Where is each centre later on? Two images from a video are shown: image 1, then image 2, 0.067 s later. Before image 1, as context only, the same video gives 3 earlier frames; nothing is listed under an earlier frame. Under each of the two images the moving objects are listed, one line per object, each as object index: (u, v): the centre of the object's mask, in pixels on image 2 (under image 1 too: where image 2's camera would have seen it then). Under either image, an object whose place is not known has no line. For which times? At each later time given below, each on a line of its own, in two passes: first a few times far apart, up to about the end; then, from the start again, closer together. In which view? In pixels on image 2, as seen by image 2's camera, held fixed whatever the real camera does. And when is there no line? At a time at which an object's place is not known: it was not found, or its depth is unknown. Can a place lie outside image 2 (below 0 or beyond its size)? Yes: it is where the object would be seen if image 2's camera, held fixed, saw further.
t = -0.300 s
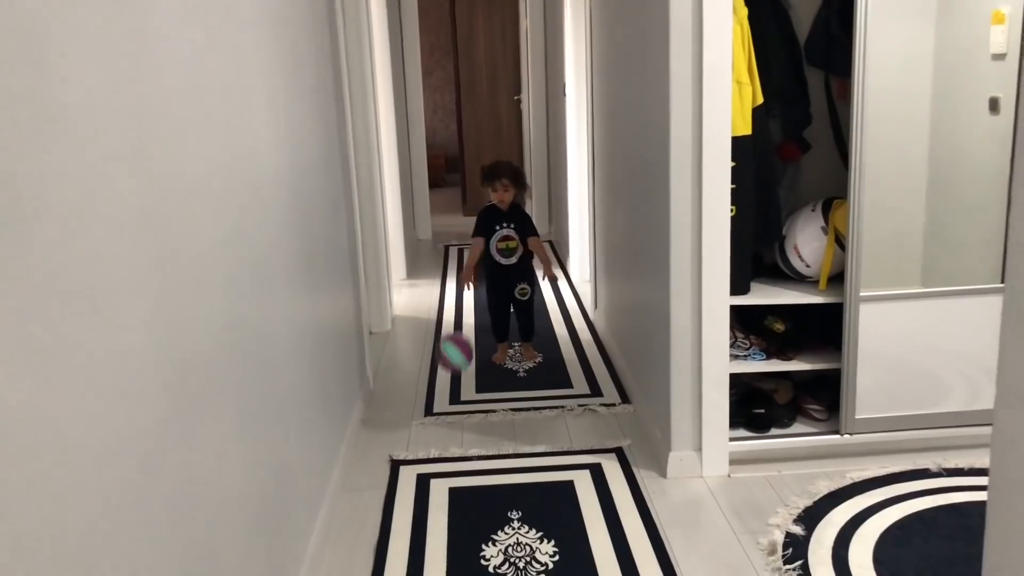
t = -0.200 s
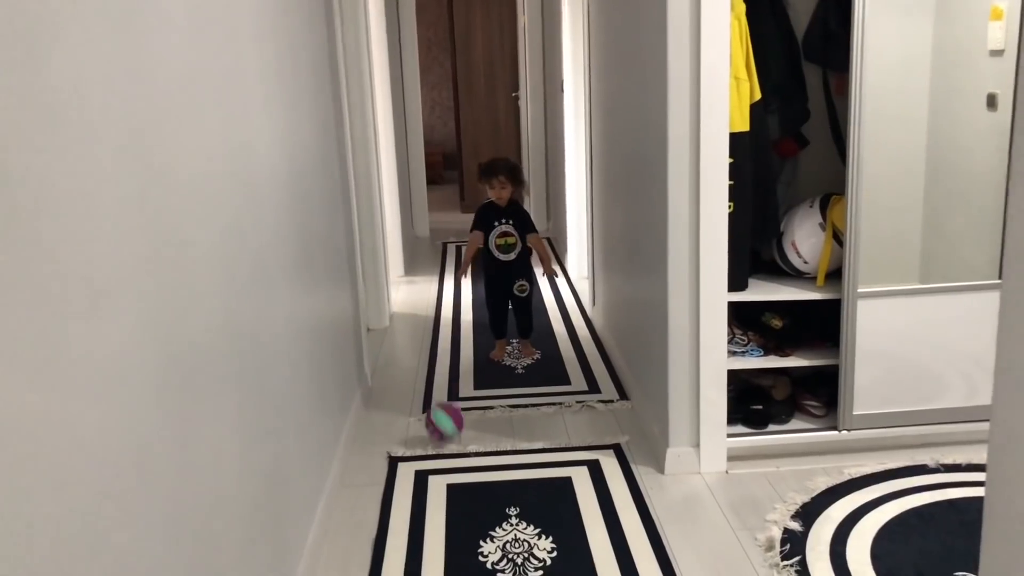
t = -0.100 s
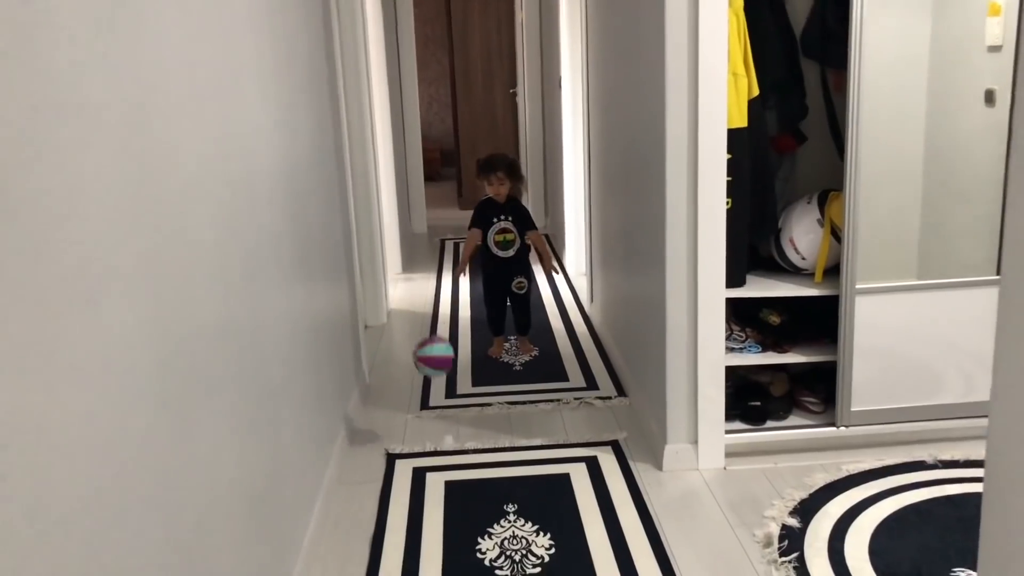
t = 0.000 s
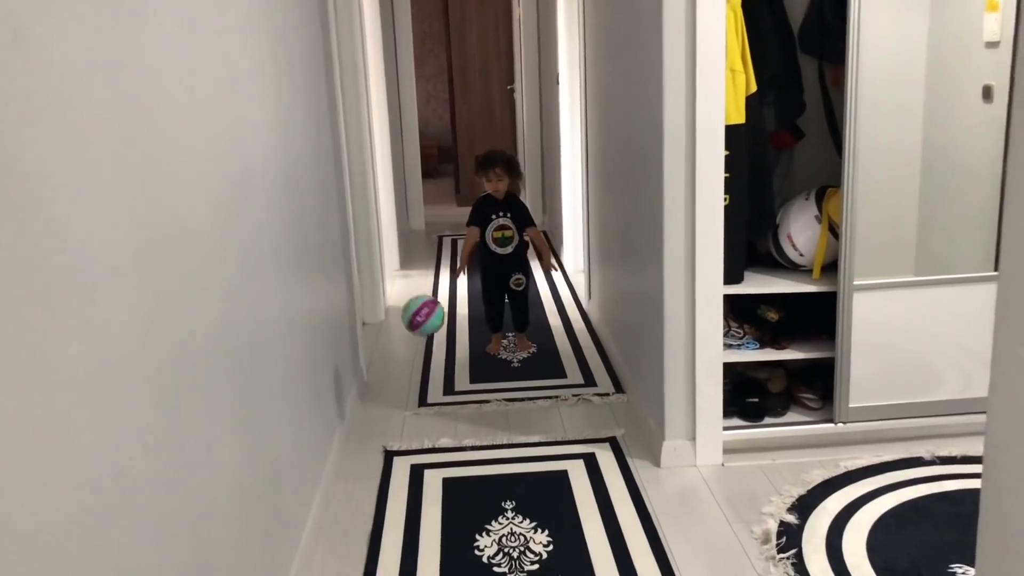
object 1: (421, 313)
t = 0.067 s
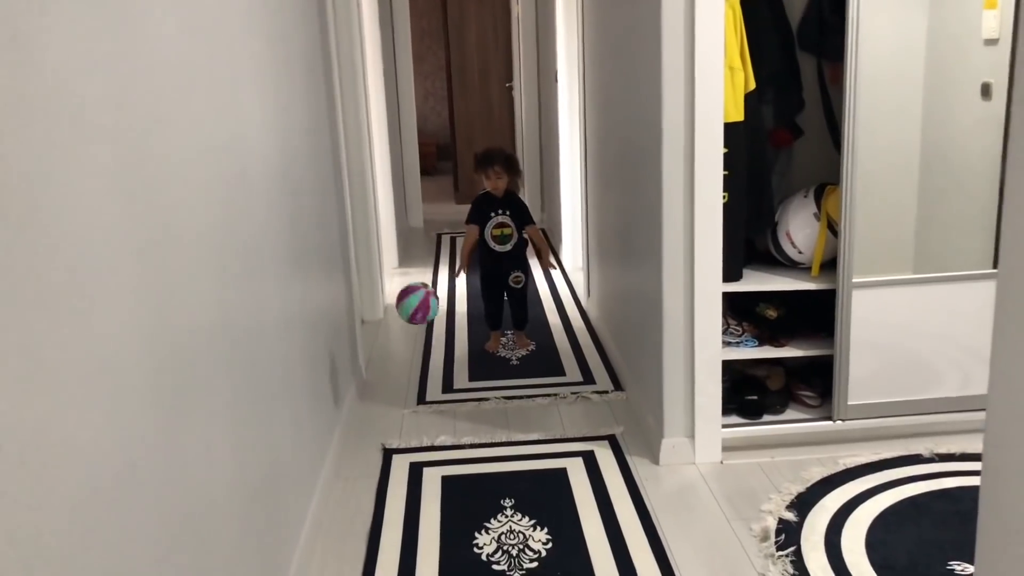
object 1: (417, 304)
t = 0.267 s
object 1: (410, 351)
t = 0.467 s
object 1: (403, 433)
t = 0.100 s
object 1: (415, 303)
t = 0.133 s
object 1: (414, 306)
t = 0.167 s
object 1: (412, 312)
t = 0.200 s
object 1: (411, 322)
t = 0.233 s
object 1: (410, 334)
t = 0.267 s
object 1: (410, 351)
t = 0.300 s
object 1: (409, 371)
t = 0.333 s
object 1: (408, 394)
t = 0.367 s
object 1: (408, 418)
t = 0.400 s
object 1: (408, 448)
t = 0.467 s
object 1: (403, 433)
